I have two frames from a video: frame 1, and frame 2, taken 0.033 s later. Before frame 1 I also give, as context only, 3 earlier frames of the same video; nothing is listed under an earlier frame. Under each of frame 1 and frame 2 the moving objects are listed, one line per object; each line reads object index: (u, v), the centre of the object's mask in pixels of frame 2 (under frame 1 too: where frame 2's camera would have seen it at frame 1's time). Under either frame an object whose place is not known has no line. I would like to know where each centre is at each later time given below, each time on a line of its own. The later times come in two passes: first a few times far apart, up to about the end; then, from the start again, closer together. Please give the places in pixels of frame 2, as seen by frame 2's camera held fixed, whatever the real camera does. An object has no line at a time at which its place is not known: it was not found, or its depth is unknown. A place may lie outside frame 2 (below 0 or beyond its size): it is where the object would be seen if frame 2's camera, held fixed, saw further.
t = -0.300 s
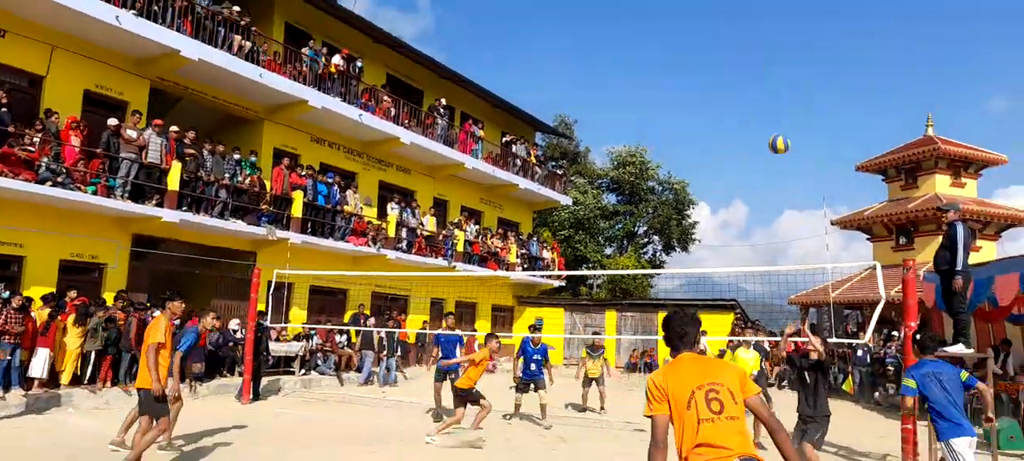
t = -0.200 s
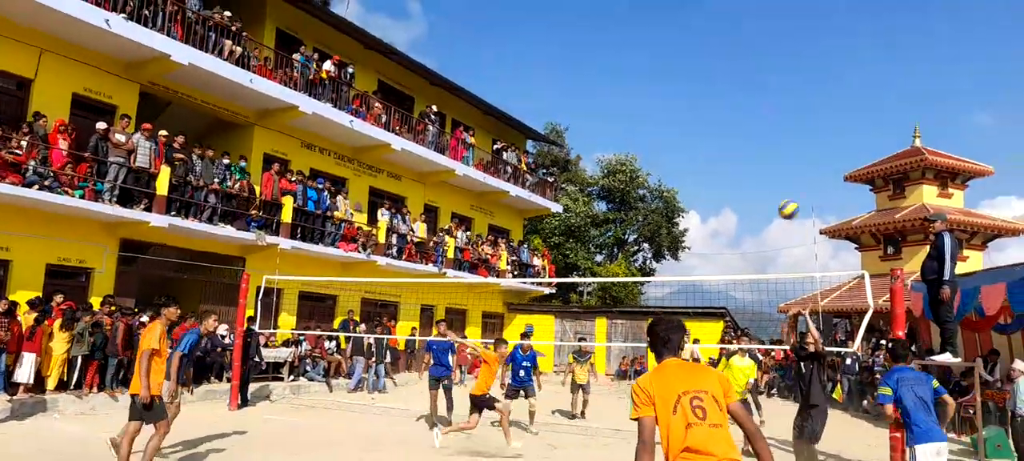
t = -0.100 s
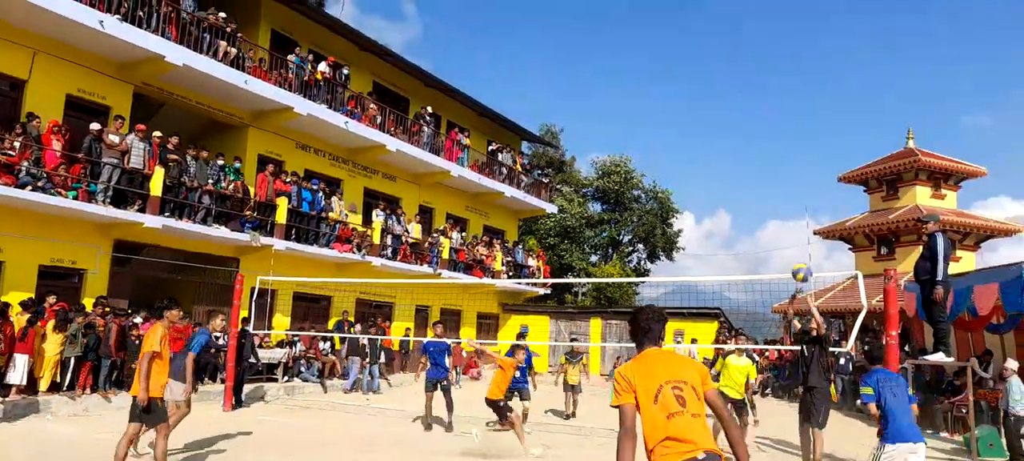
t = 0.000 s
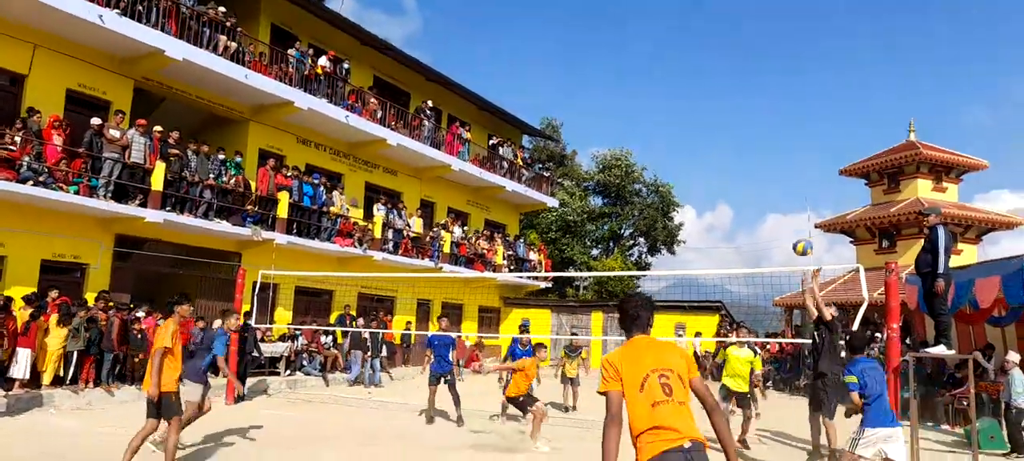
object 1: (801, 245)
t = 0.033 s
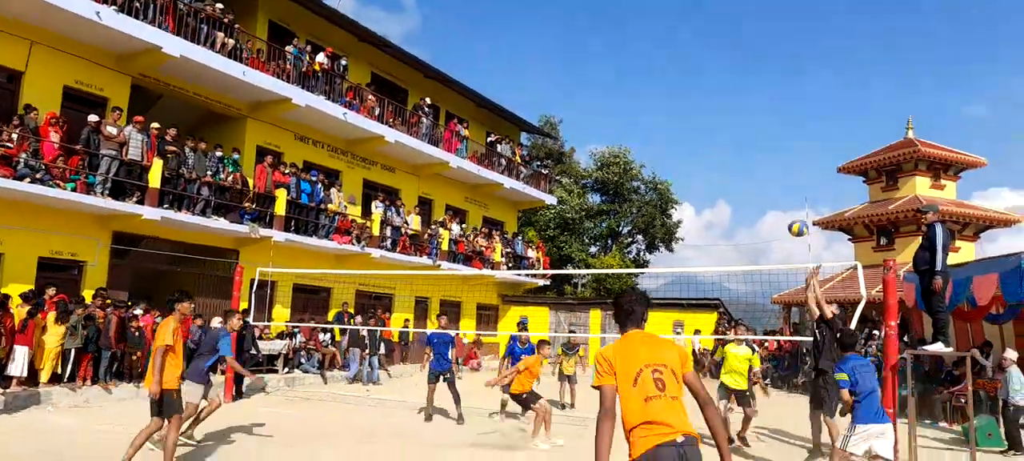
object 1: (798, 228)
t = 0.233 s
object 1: (783, 151)
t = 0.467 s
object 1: (770, 113)
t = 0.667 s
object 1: (760, 112)
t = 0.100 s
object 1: (793, 199)
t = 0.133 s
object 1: (790, 186)
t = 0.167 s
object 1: (787, 174)
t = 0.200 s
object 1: (785, 162)
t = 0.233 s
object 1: (783, 151)
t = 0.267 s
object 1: (781, 143)
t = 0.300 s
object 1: (779, 136)
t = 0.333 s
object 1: (777, 129)
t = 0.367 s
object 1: (775, 123)
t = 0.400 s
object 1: (773, 120)
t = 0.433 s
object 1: (771, 116)
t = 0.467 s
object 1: (770, 113)
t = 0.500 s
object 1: (769, 111)
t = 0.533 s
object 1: (767, 110)
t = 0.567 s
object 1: (765, 110)
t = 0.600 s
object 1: (763, 109)
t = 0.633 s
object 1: (761, 109)
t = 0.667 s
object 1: (760, 112)
